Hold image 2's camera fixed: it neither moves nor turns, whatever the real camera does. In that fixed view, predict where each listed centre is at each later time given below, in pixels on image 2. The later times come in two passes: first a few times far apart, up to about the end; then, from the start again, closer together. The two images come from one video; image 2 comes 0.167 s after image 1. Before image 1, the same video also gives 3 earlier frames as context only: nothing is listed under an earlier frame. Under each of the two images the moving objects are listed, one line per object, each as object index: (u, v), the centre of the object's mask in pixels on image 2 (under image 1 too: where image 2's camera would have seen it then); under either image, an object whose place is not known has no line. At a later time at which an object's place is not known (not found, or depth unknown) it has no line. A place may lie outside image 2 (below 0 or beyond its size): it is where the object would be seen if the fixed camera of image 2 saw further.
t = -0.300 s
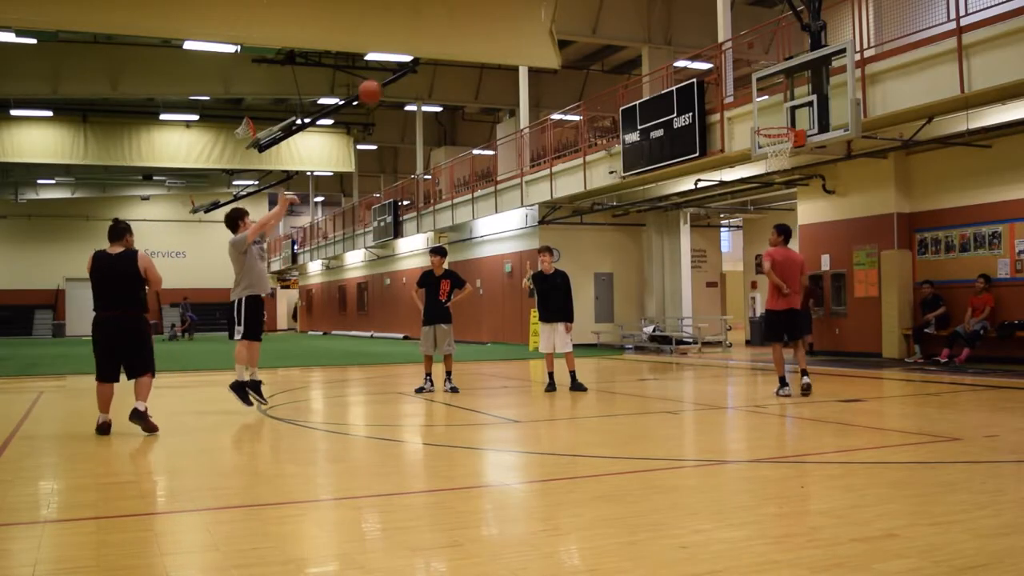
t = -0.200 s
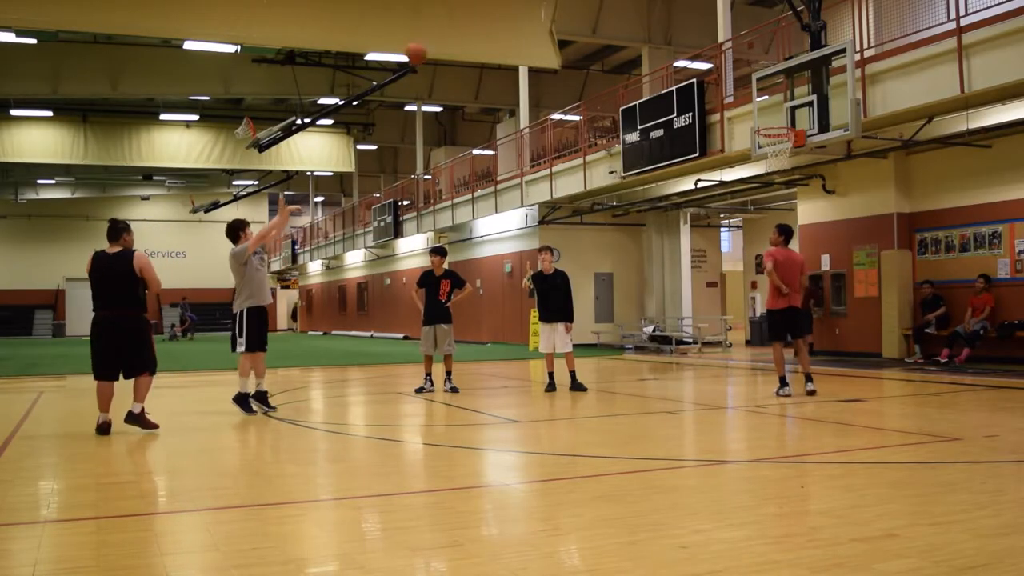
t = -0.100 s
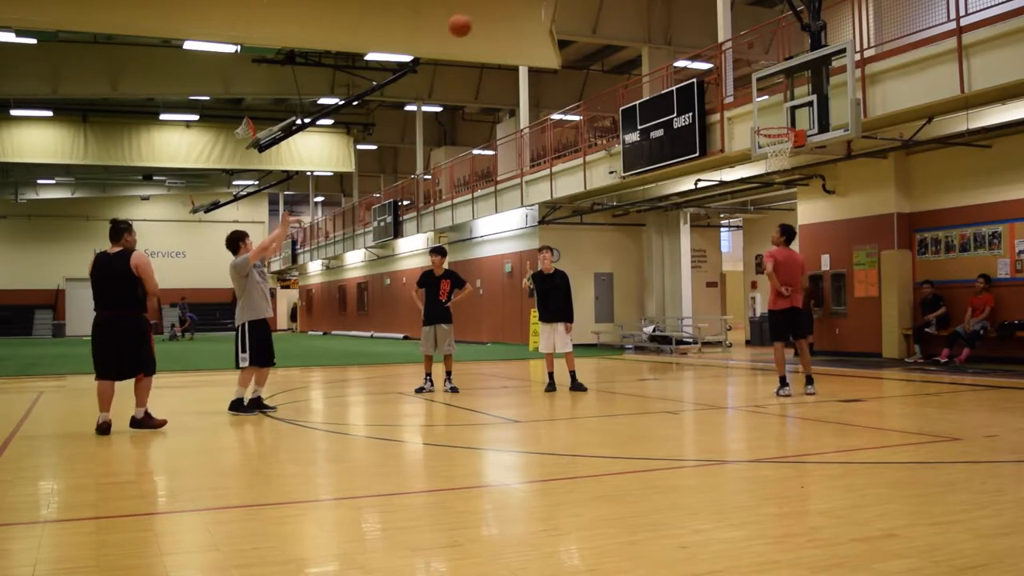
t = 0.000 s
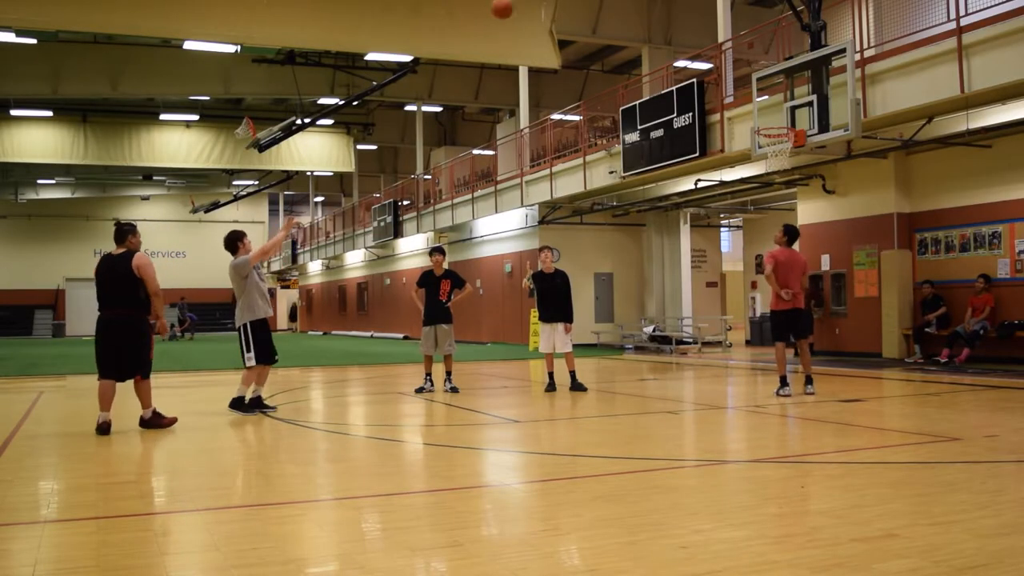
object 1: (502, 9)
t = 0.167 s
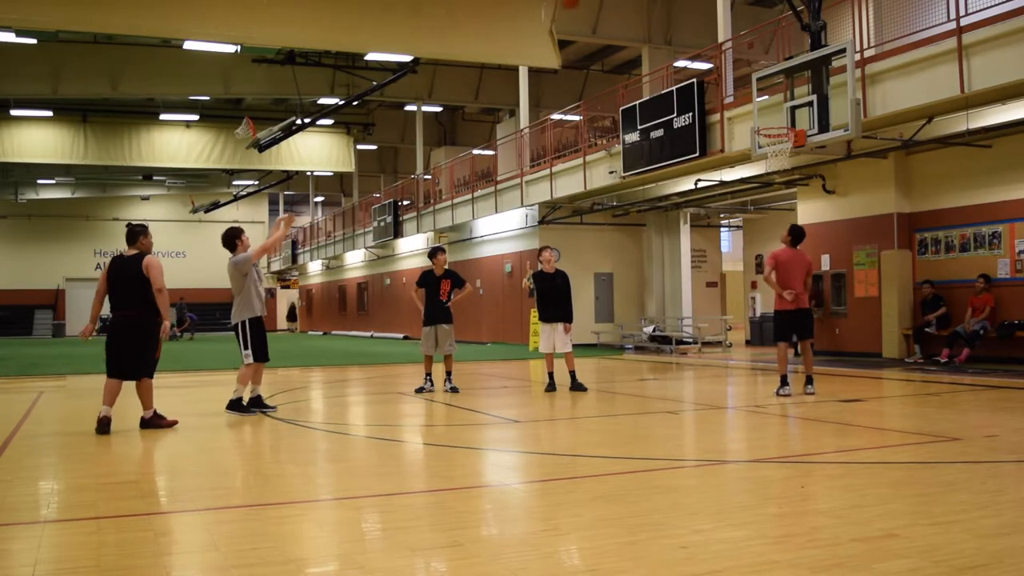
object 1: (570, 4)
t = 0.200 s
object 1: (583, 4)
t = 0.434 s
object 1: (670, 32)
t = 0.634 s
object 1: (741, 93)
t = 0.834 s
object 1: (792, 154)
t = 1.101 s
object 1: (812, 210)
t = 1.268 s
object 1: (828, 275)
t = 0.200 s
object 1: (583, 4)
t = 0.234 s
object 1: (595, 5)
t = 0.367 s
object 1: (645, 17)
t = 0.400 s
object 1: (658, 23)
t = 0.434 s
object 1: (670, 32)
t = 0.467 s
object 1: (682, 39)
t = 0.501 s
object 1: (694, 49)
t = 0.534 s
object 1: (706, 58)
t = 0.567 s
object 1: (717, 69)
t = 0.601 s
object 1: (729, 80)
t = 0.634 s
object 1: (741, 93)
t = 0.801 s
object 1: (788, 153)
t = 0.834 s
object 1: (792, 154)
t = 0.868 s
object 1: (794, 158)
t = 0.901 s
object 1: (797, 163)
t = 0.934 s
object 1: (799, 168)
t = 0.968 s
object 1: (802, 175)
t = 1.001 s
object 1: (805, 182)
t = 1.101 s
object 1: (812, 210)
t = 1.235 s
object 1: (826, 260)
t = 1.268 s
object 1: (828, 275)
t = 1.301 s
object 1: (829, 290)
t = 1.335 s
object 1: (832, 306)
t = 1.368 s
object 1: (835, 324)
